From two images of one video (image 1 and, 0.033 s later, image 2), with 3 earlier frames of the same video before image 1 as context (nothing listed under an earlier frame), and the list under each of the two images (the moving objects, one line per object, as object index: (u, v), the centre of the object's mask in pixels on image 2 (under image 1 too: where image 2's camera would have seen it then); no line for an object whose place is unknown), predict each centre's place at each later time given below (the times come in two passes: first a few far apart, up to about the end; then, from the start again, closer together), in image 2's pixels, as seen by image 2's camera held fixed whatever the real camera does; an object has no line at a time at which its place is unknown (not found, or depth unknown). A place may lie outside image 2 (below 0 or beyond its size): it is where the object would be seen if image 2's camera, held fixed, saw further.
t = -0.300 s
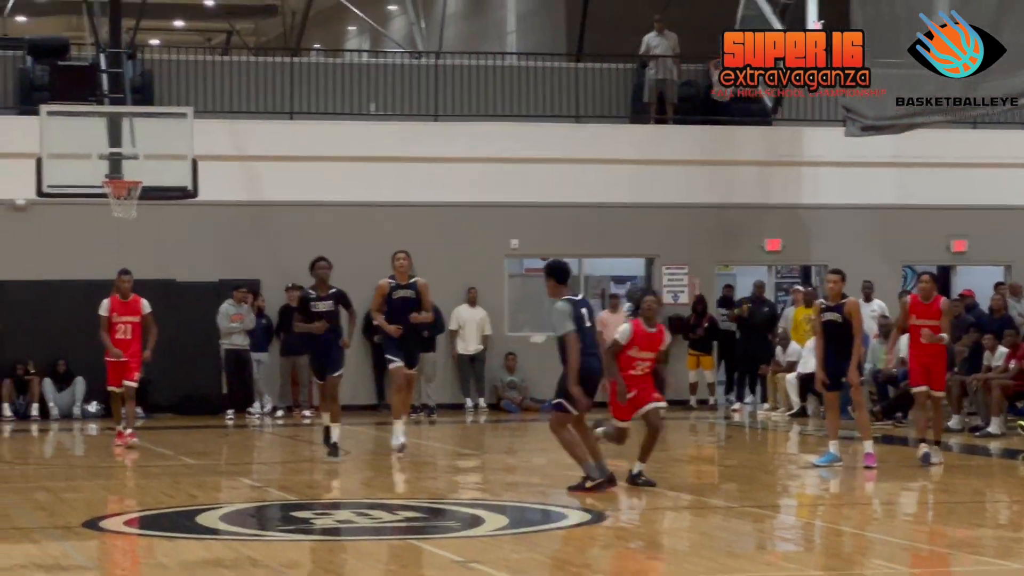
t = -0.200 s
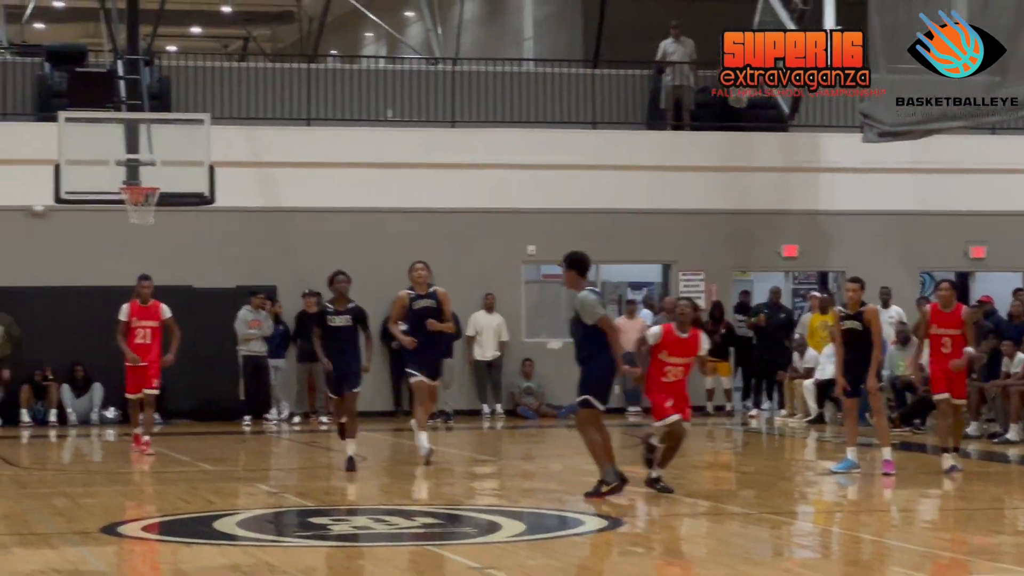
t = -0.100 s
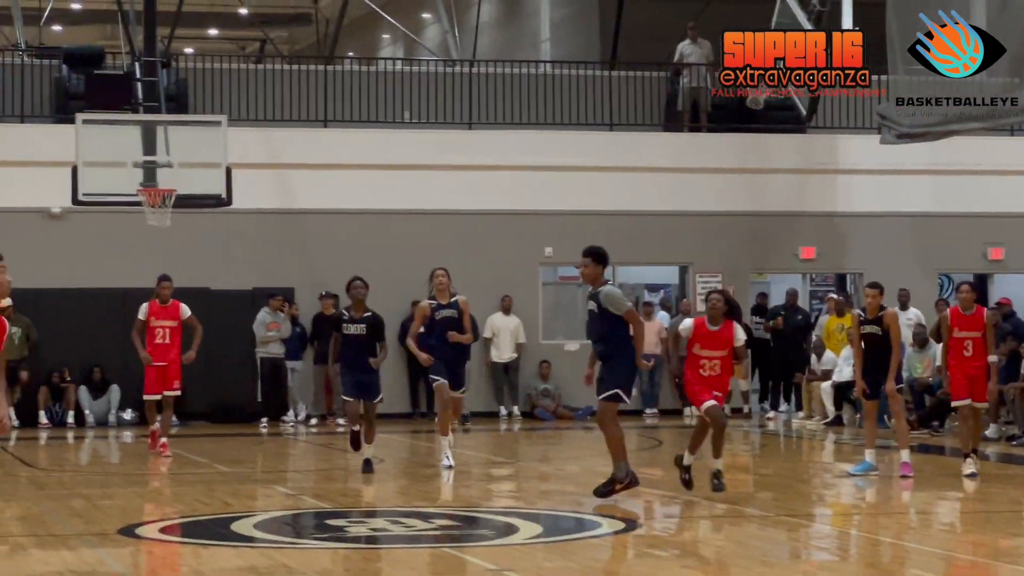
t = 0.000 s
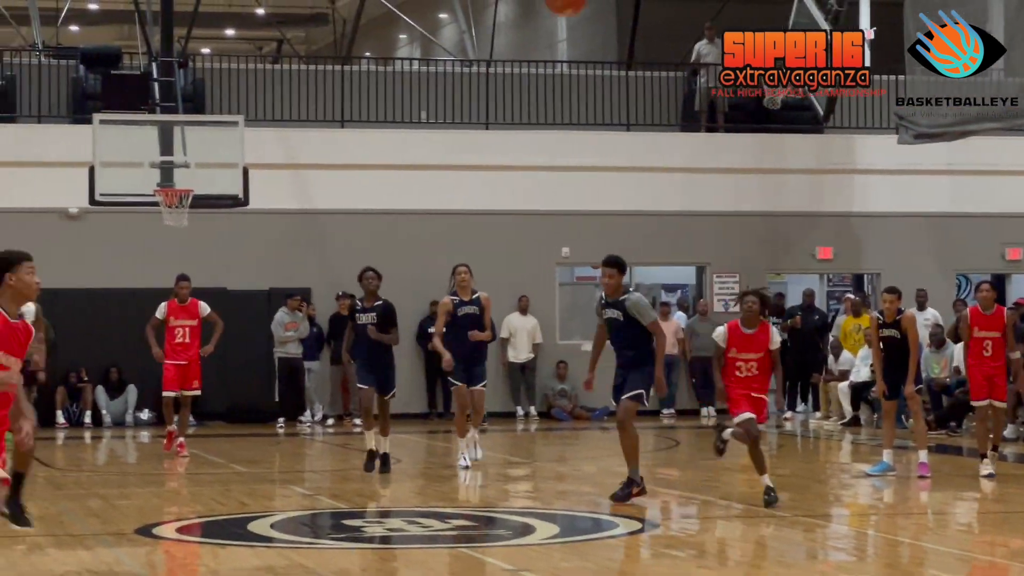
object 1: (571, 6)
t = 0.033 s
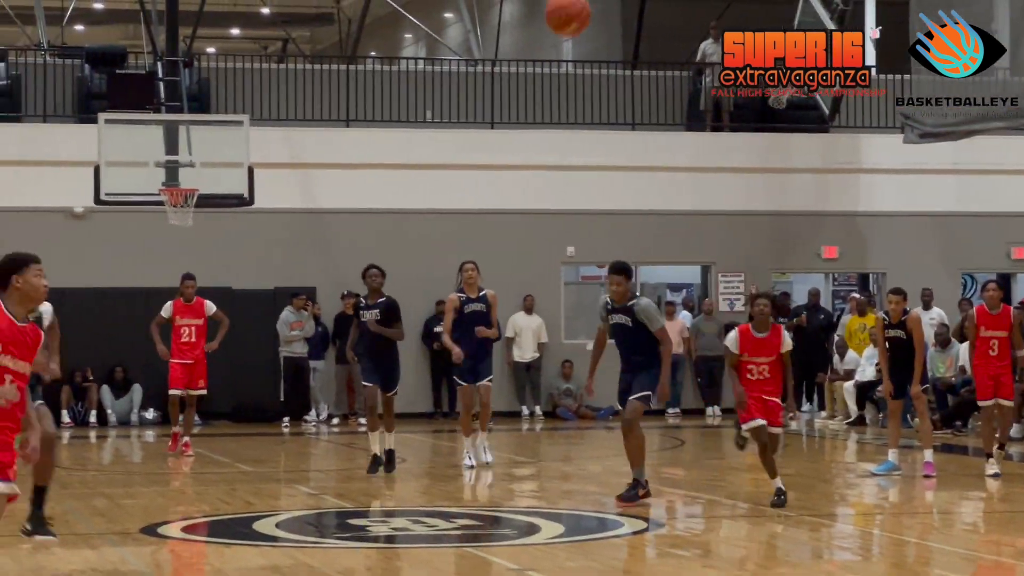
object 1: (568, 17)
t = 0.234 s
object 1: (553, 212)
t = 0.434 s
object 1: (537, 572)
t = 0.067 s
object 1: (565, 38)
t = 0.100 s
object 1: (562, 65)
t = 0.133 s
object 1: (560, 96)
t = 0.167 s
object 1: (558, 129)
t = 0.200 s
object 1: (556, 169)
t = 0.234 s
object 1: (553, 212)
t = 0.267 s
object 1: (551, 257)
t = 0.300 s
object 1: (550, 309)
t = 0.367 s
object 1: (545, 429)
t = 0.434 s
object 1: (537, 572)
